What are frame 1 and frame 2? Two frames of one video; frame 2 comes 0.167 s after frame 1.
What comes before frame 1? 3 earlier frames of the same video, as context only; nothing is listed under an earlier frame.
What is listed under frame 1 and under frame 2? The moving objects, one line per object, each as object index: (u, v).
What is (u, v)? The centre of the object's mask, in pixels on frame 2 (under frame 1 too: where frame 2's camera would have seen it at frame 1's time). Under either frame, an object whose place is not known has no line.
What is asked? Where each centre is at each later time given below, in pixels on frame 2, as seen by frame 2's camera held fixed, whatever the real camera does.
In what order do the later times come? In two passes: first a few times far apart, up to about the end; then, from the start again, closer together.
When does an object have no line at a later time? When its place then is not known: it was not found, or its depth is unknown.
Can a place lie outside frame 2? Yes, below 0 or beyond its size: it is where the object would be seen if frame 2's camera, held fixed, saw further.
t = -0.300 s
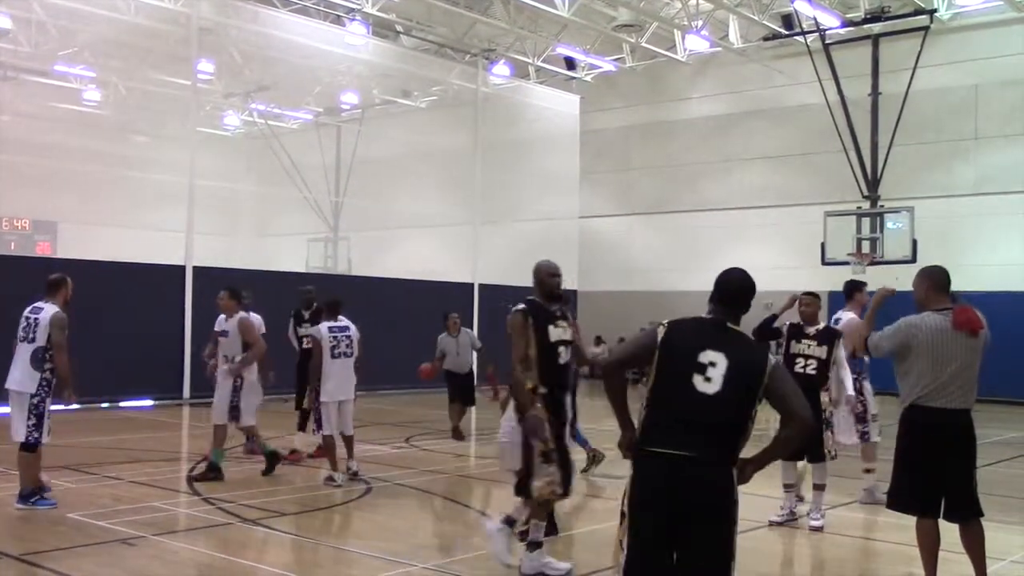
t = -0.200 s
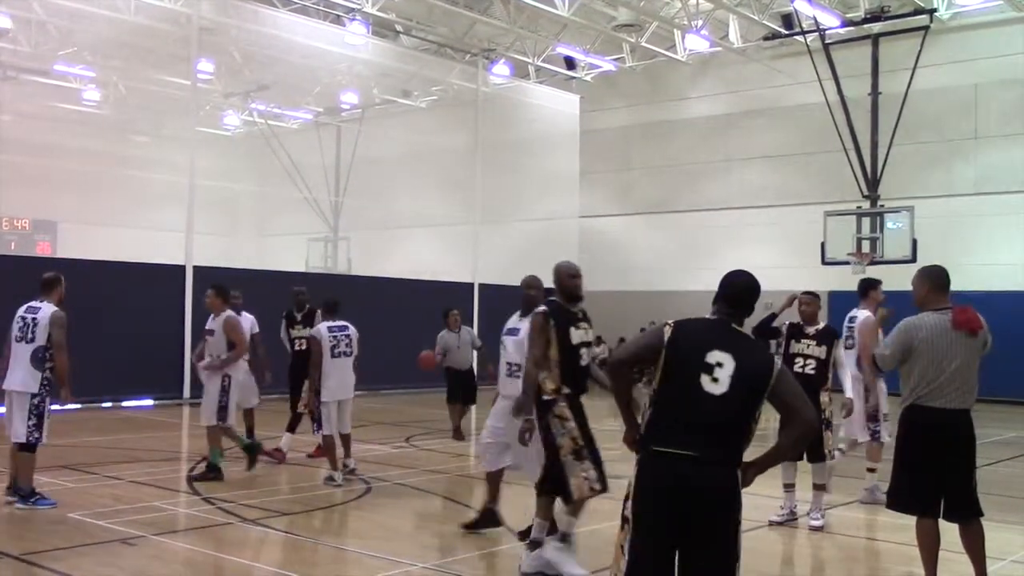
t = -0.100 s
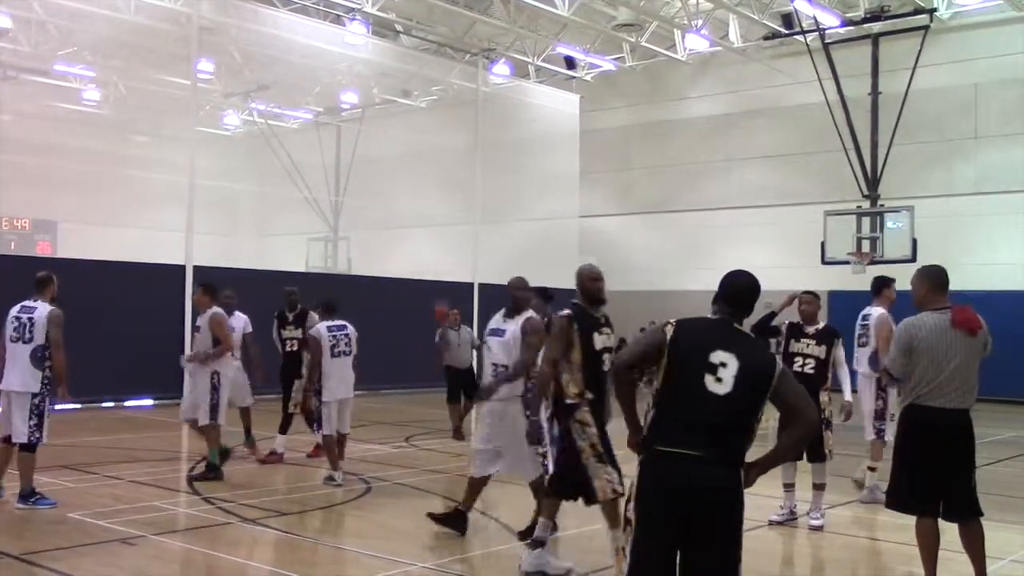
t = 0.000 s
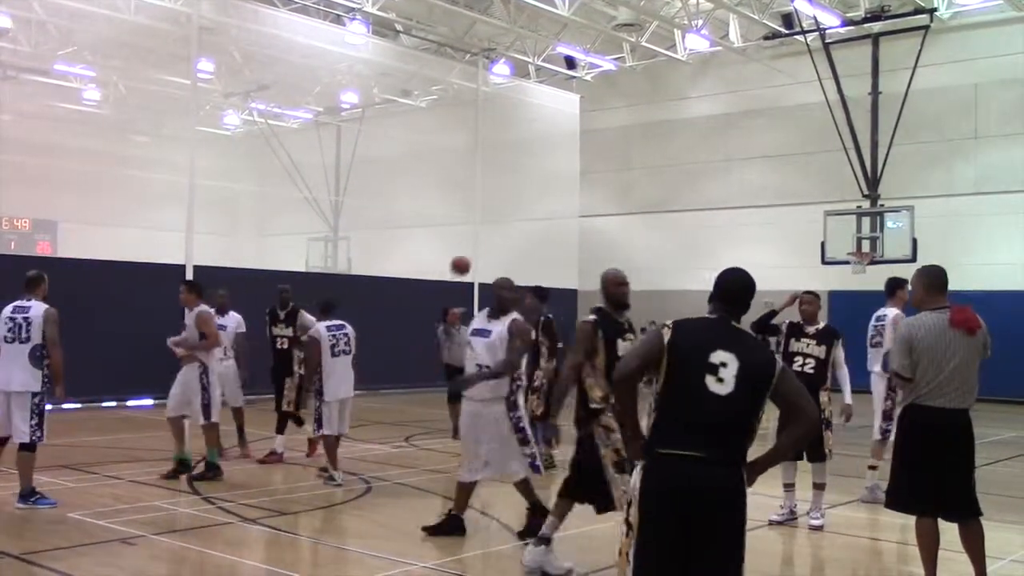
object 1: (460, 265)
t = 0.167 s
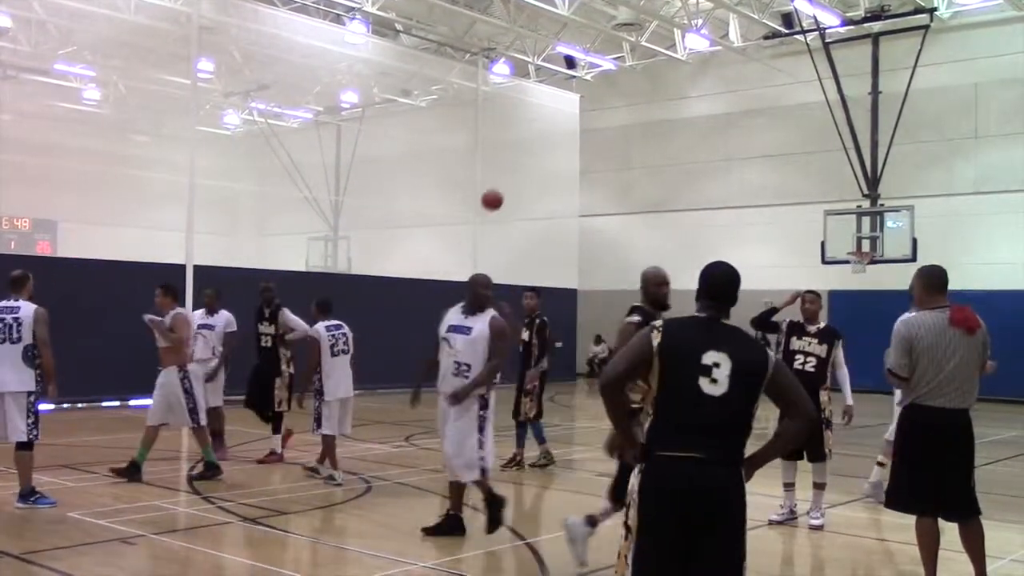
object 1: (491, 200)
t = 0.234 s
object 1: (506, 179)
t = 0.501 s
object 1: (572, 123)
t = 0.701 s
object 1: (632, 127)
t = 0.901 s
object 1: (713, 189)
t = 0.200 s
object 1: (499, 189)
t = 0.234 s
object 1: (506, 179)
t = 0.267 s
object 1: (513, 169)
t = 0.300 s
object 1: (521, 159)
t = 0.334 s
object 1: (529, 151)
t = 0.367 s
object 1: (537, 144)
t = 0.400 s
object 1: (545, 137)
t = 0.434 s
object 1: (554, 131)
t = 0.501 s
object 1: (572, 123)
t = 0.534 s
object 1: (582, 121)
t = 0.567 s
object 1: (591, 120)
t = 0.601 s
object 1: (601, 120)
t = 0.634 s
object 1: (610, 121)
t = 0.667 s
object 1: (621, 123)
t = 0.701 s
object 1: (632, 127)
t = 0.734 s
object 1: (646, 133)
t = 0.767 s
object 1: (659, 141)
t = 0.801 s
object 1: (671, 149)
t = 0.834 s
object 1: (685, 160)
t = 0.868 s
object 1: (699, 174)
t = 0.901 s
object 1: (713, 189)
